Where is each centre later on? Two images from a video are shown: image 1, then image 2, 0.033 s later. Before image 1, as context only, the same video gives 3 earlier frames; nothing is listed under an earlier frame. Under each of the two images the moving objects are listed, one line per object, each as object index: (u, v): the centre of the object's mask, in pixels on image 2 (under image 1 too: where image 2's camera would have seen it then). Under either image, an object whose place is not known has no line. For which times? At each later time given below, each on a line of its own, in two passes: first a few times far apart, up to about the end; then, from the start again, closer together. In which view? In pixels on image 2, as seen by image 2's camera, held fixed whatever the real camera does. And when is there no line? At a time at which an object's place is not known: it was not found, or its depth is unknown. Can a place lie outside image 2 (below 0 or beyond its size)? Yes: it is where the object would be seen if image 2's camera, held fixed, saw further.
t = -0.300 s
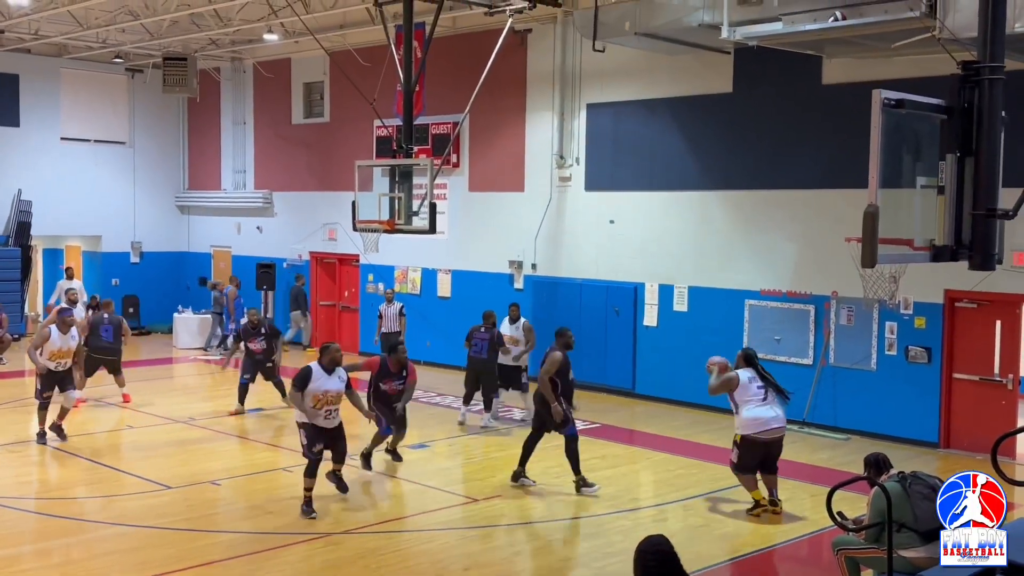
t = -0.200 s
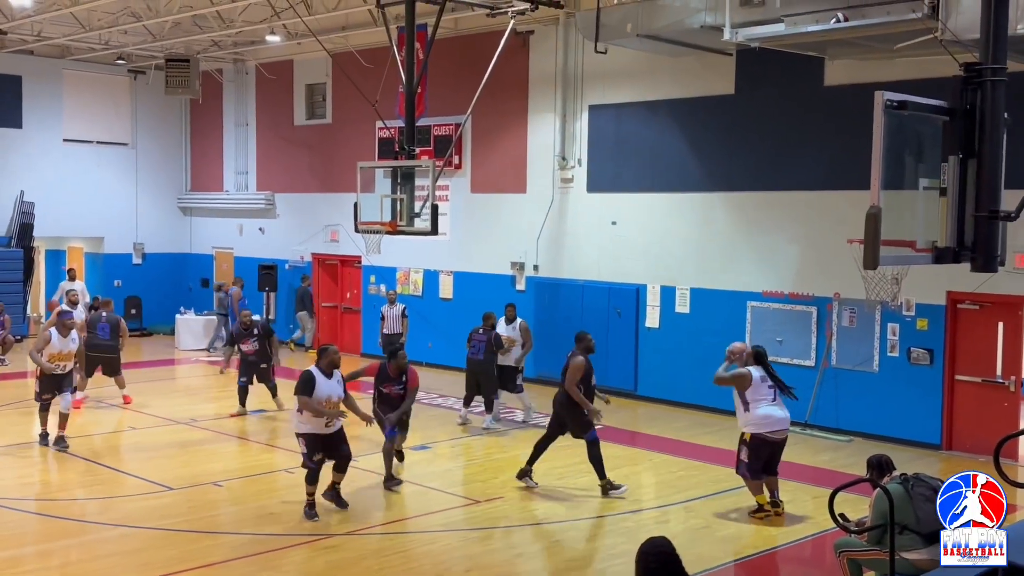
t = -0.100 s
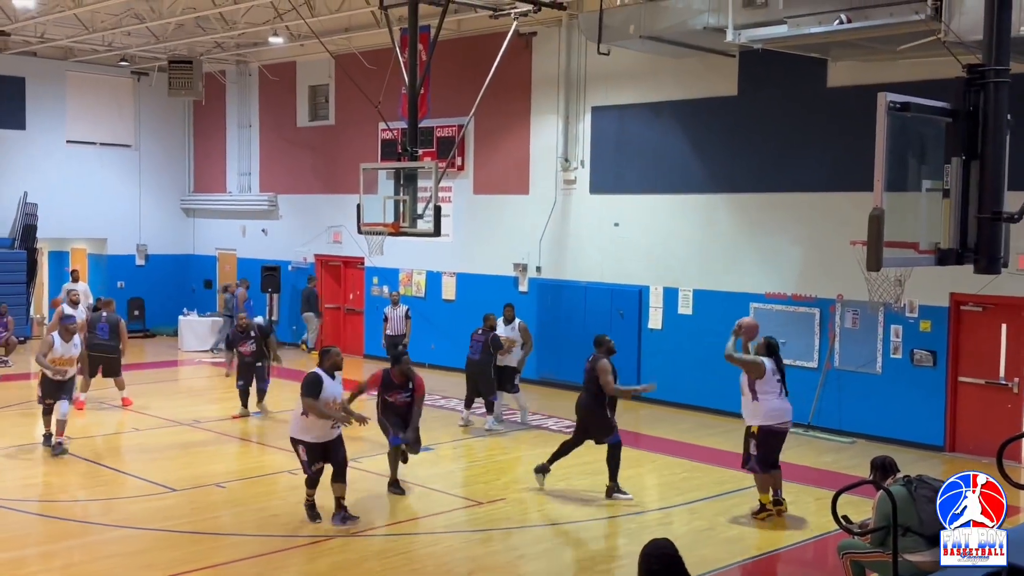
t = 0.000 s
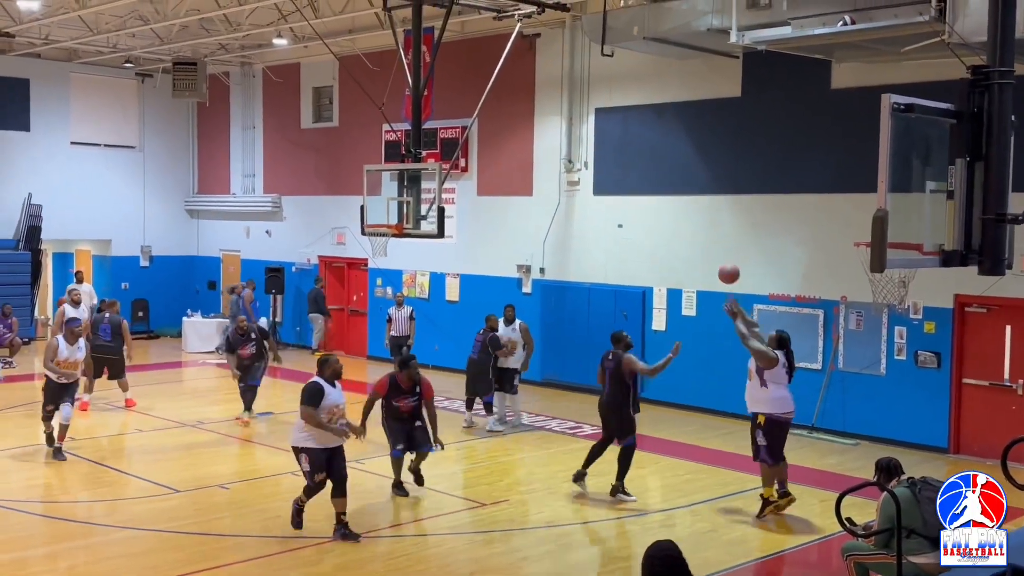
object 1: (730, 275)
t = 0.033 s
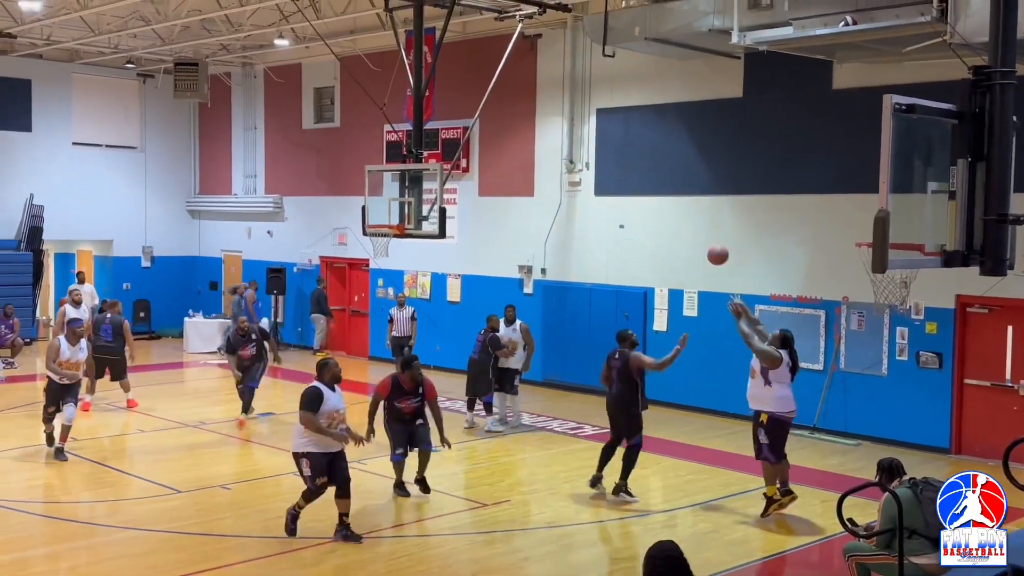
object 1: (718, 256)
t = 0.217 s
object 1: (654, 172)
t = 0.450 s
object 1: (580, 115)
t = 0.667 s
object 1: (521, 103)
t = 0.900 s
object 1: (461, 129)
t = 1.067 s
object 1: (421, 167)
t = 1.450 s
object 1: (363, 265)
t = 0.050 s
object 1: (712, 246)
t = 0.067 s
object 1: (705, 238)
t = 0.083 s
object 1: (700, 229)
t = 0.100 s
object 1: (694, 221)
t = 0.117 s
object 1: (688, 213)
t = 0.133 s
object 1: (682, 205)
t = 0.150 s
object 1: (676, 198)
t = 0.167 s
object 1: (671, 191)
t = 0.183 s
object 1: (665, 185)
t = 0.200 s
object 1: (659, 178)
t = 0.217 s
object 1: (654, 172)
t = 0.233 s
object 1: (648, 166)
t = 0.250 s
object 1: (643, 161)
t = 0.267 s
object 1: (637, 156)
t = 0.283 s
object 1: (632, 151)
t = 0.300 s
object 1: (627, 146)
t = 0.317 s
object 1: (621, 141)
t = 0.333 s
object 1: (616, 138)
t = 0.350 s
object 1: (611, 133)
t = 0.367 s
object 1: (607, 130)
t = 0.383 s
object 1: (600, 126)
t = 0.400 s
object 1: (595, 123)
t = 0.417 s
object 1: (591, 120)
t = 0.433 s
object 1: (585, 117)
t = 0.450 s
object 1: (580, 115)
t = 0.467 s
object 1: (575, 113)
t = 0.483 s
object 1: (570, 111)
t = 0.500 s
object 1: (566, 109)
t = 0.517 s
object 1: (561, 108)
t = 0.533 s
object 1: (556, 106)
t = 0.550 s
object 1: (551, 105)
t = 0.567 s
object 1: (547, 104)
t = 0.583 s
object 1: (543, 104)
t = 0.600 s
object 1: (539, 103)
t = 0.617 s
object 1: (535, 104)
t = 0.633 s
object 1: (529, 105)
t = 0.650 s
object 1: (525, 103)
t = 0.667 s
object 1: (521, 103)
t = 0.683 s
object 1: (516, 104)
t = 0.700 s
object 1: (512, 104)
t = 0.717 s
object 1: (508, 105)
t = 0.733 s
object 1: (504, 106)
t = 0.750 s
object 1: (499, 107)
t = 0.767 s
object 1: (495, 109)
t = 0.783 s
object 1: (491, 110)
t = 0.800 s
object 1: (485, 113)
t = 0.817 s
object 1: (482, 116)
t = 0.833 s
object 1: (478, 118)
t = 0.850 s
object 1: (474, 121)
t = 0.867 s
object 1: (469, 123)
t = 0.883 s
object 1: (466, 126)
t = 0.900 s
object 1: (461, 129)
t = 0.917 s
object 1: (456, 133)
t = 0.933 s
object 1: (453, 135)
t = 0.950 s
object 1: (450, 140)
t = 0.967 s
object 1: (446, 144)
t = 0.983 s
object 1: (442, 149)
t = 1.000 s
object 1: (437, 150)
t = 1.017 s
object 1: (432, 155)
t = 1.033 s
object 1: (428, 158)
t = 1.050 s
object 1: (425, 162)
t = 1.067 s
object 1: (421, 167)
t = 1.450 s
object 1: (363, 265)
